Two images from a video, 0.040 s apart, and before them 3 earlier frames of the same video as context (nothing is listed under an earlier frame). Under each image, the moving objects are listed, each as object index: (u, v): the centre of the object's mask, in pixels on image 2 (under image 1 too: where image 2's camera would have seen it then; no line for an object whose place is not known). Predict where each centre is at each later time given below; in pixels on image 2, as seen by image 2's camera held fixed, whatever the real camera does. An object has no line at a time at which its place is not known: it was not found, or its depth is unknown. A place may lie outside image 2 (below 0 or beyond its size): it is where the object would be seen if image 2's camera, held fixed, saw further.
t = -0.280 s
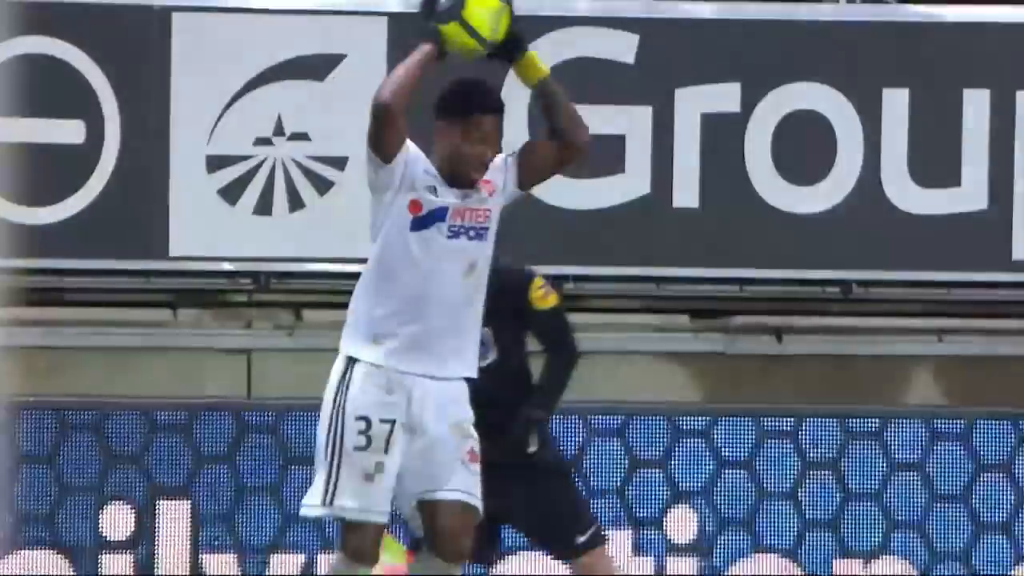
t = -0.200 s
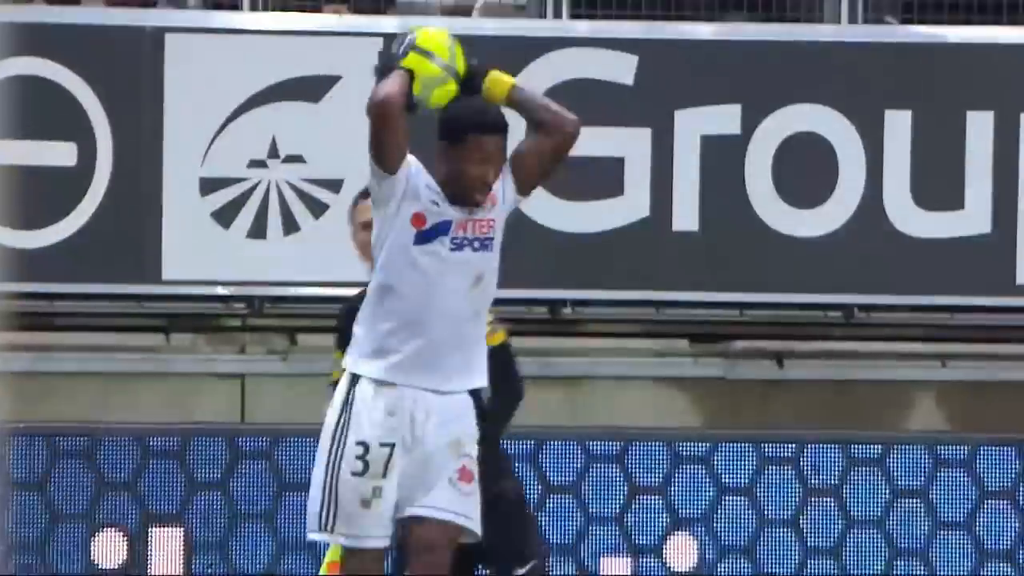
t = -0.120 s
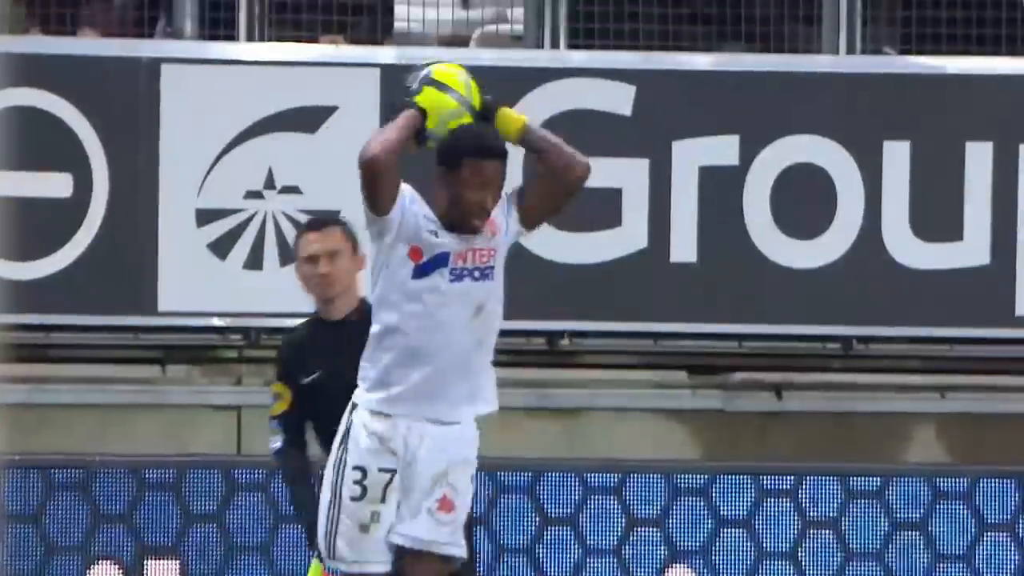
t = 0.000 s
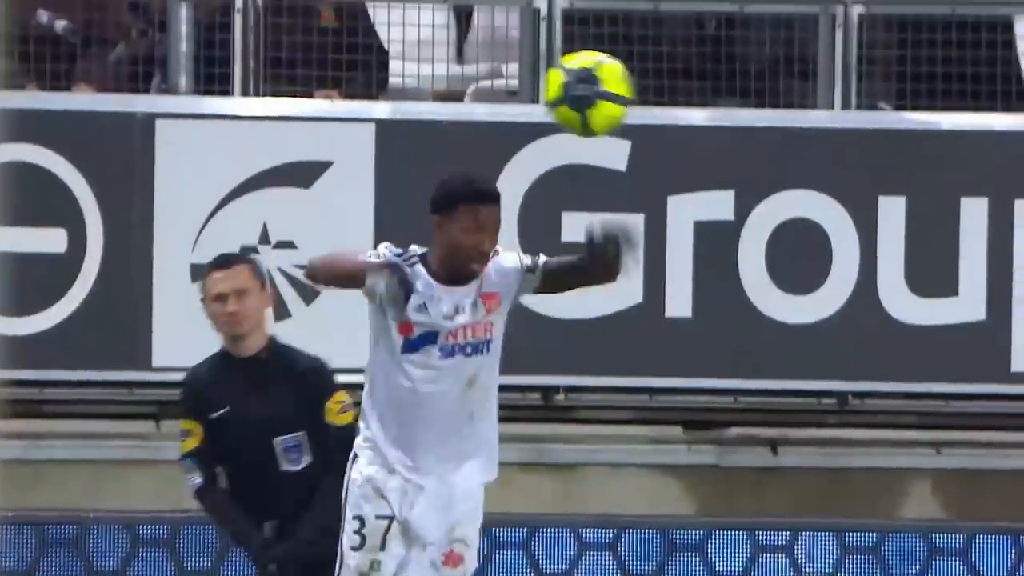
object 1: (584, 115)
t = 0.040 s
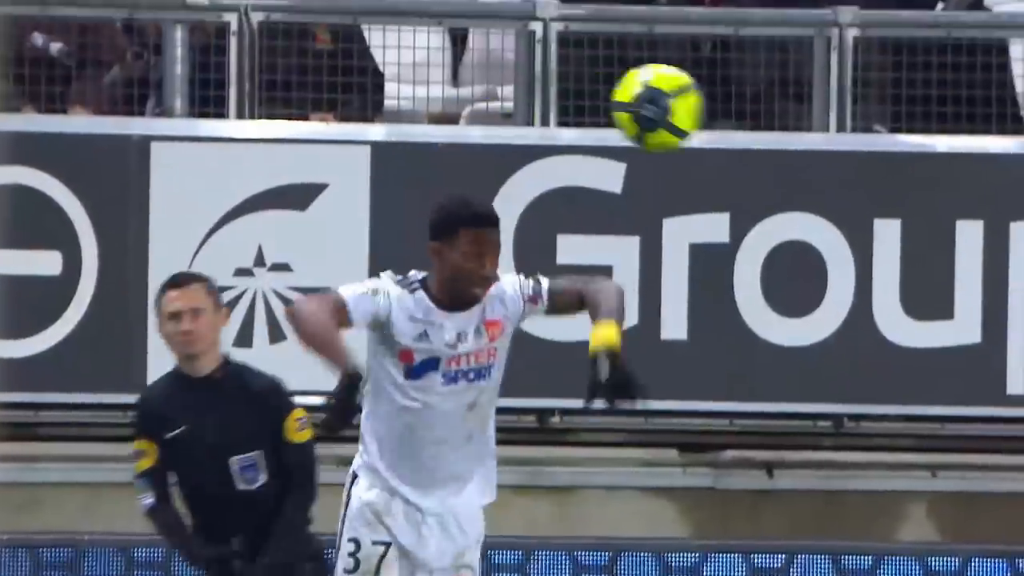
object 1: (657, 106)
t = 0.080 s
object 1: (719, 104)
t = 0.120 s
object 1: (783, 107)
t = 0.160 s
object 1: (861, 118)
